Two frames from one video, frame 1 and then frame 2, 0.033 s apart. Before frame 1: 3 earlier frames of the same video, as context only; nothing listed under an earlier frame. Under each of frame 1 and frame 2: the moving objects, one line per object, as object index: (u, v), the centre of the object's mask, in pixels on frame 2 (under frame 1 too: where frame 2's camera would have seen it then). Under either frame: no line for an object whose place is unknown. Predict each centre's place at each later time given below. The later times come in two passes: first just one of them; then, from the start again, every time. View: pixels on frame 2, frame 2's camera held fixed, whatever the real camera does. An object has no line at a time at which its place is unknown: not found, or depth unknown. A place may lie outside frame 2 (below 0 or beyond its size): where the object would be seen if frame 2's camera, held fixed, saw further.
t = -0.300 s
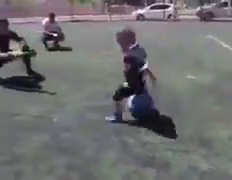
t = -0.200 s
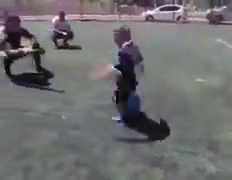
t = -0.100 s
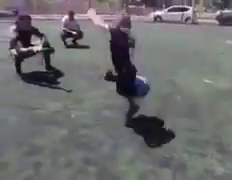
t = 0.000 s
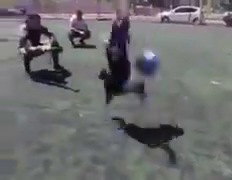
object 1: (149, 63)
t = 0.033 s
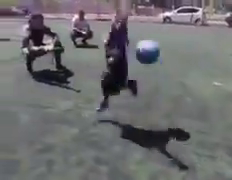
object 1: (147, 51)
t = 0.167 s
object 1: (142, 14)
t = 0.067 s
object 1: (145, 41)
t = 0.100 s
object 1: (145, 31)
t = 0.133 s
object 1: (143, 22)
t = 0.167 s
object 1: (142, 14)
